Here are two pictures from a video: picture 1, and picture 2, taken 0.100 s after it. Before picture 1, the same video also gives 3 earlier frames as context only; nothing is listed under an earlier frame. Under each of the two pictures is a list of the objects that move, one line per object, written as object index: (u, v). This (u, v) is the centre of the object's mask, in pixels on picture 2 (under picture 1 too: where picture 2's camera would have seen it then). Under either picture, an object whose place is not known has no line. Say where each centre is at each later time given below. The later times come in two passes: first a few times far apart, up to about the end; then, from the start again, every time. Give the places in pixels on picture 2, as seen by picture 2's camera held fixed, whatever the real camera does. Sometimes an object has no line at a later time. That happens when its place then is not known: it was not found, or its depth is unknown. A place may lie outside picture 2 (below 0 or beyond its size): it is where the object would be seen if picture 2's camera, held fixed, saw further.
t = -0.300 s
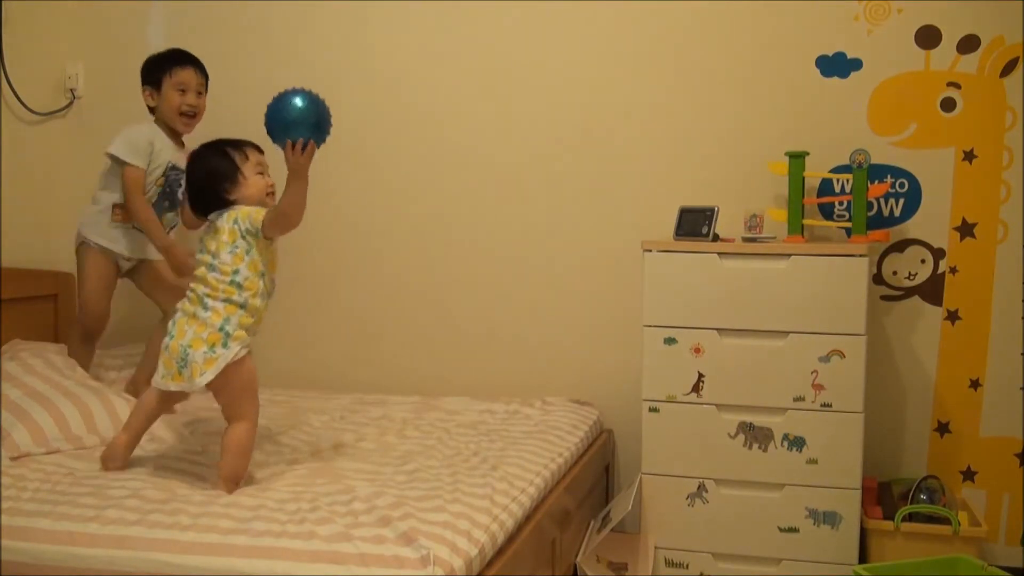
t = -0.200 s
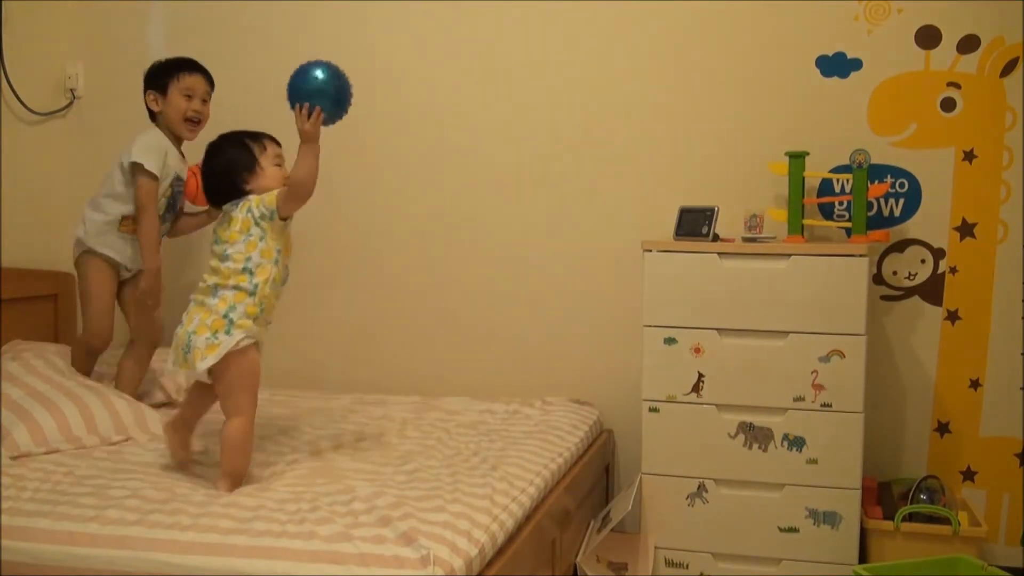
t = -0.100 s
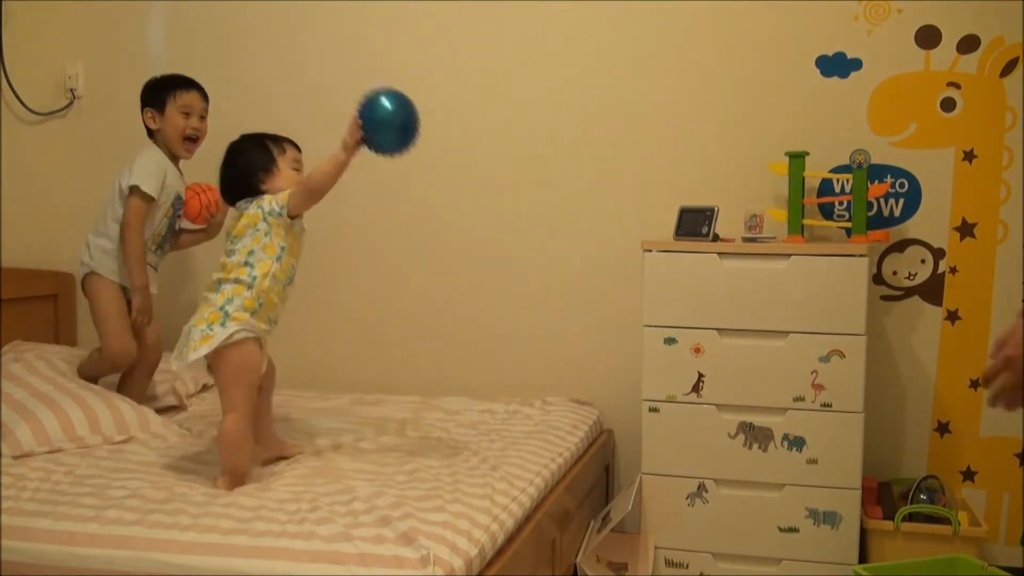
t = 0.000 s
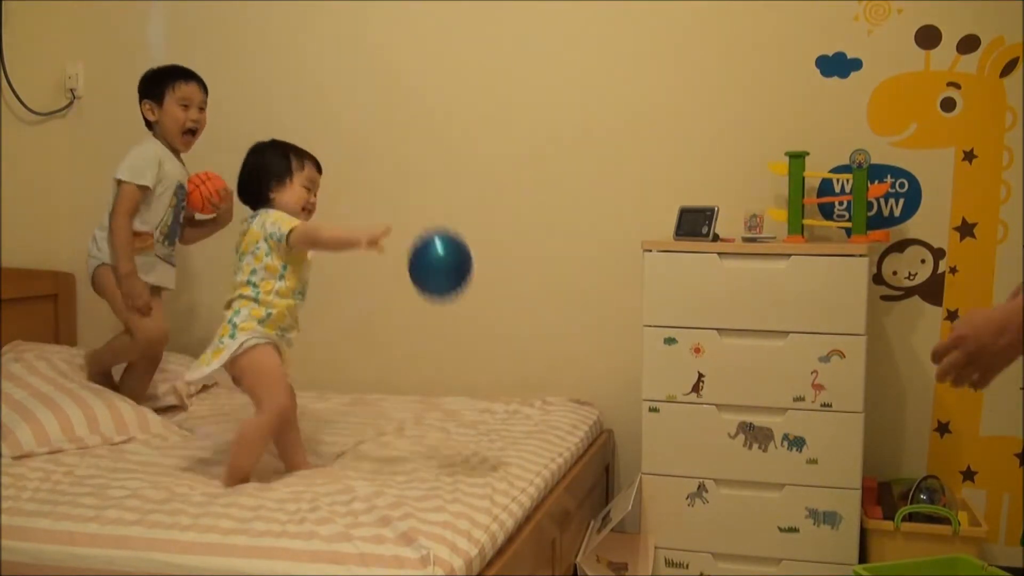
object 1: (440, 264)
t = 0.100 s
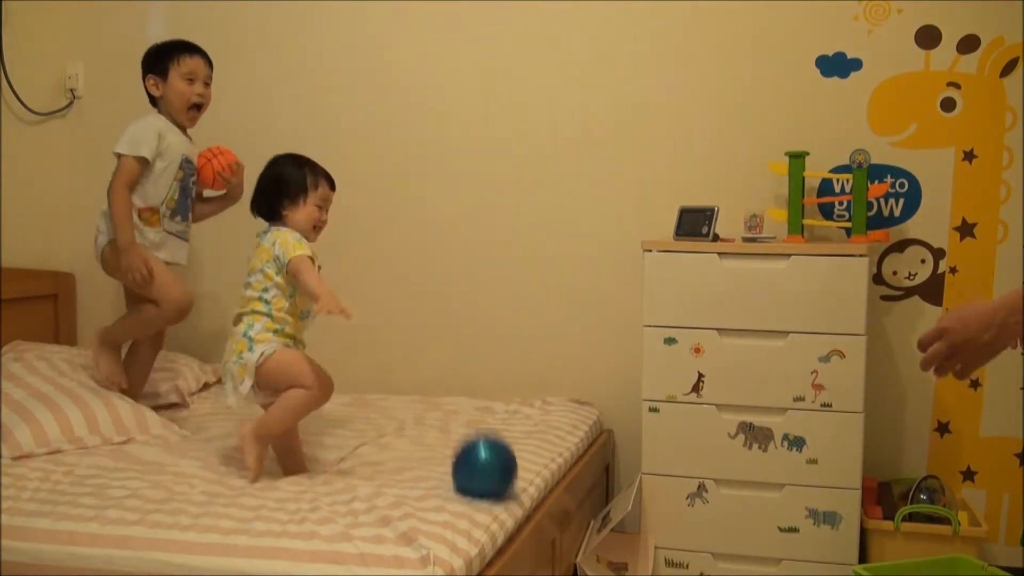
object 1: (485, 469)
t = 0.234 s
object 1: (546, 398)
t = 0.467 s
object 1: (656, 439)
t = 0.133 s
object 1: (498, 459)
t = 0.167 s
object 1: (514, 433)
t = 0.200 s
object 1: (530, 413)
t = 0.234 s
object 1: (546, 398)
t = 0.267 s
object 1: (562, 388)
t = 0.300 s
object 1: (578, 383)
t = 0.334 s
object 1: (594, 383)
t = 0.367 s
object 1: (609, 389)
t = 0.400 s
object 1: (625, 400)
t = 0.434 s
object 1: (641, 417)
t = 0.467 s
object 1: (656, 439)
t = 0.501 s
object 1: (673, 467)
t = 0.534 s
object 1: (689, 502)
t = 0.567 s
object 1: (706, 541)
